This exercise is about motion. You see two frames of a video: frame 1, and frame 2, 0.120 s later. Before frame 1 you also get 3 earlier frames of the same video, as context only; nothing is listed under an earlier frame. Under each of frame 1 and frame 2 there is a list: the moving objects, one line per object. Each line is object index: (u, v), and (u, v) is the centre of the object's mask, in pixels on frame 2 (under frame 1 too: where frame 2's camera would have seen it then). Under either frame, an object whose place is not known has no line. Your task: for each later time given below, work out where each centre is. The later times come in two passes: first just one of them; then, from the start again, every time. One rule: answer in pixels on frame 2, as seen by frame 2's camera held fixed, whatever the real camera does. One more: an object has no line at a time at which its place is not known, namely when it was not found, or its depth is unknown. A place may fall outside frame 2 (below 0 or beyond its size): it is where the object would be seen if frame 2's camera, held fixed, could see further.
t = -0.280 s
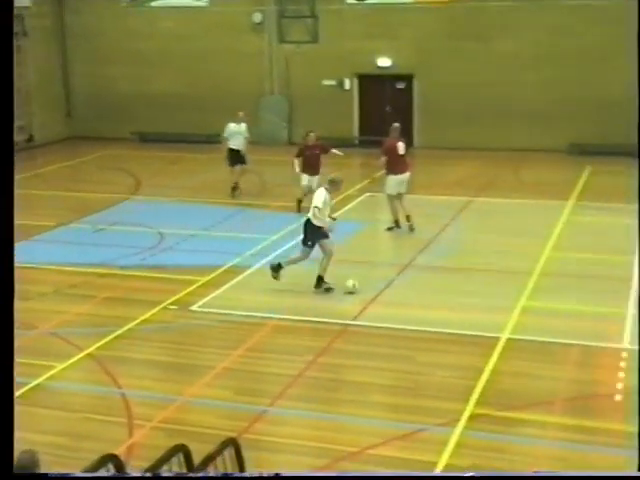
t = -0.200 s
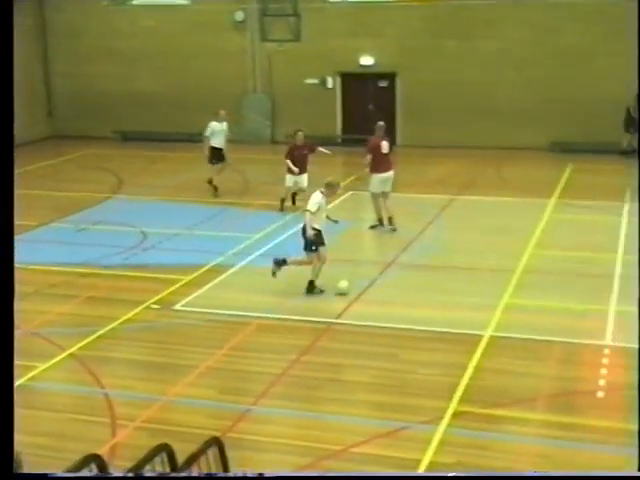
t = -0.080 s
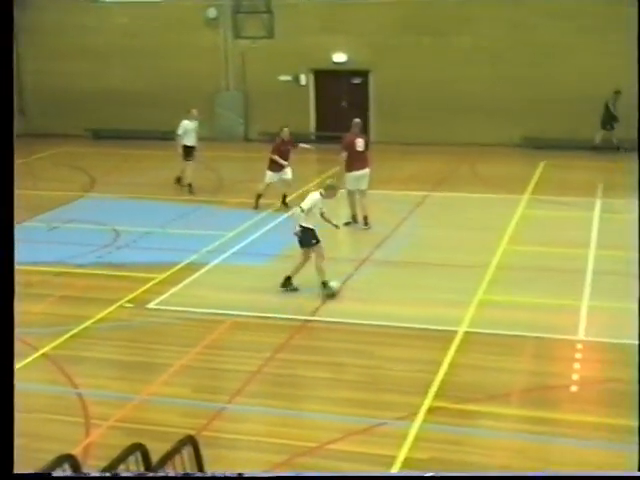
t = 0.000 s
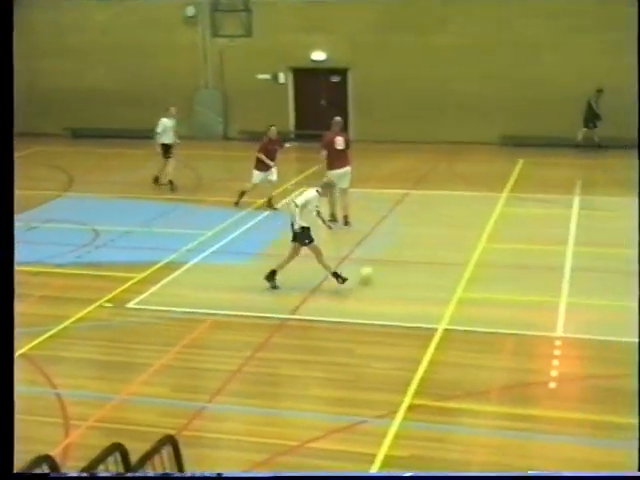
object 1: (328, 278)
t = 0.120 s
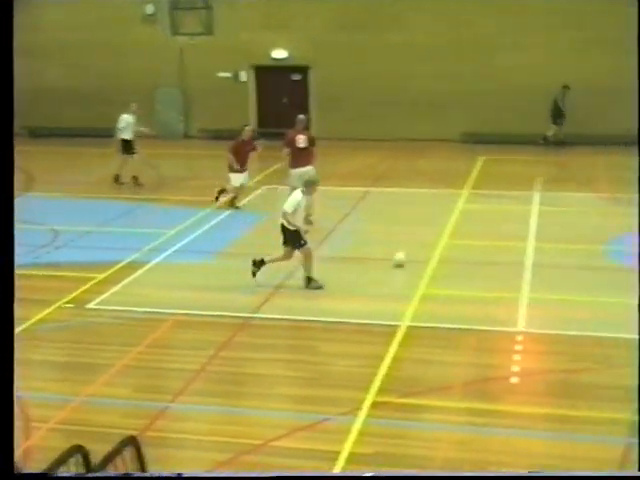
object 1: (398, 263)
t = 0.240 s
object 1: (456, 251)
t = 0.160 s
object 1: (416, 258)
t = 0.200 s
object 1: (438, 256)
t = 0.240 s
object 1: (456, 251)
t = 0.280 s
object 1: (472, 246)
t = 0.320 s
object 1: (488, 244)
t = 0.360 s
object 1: (503, 240)
